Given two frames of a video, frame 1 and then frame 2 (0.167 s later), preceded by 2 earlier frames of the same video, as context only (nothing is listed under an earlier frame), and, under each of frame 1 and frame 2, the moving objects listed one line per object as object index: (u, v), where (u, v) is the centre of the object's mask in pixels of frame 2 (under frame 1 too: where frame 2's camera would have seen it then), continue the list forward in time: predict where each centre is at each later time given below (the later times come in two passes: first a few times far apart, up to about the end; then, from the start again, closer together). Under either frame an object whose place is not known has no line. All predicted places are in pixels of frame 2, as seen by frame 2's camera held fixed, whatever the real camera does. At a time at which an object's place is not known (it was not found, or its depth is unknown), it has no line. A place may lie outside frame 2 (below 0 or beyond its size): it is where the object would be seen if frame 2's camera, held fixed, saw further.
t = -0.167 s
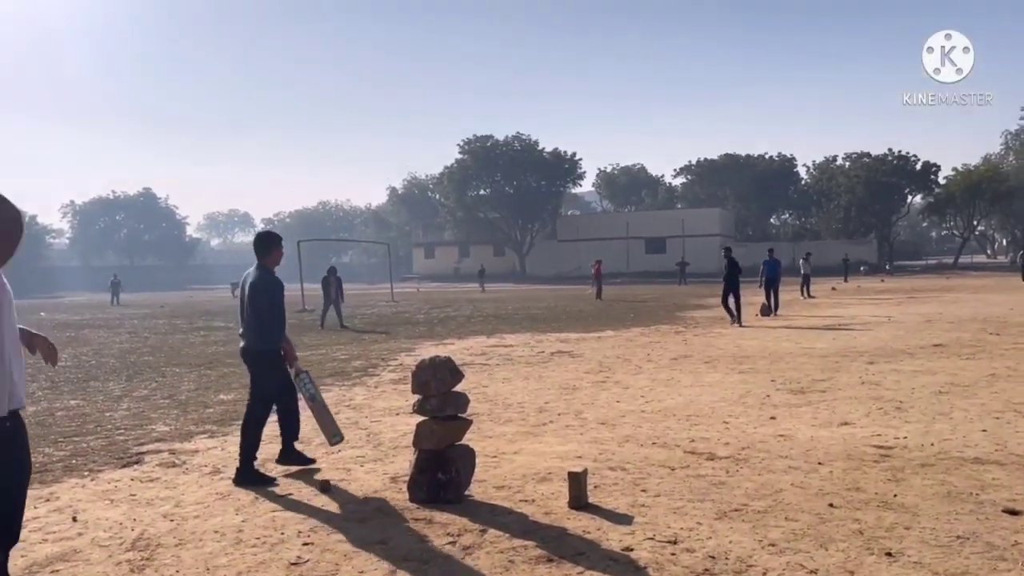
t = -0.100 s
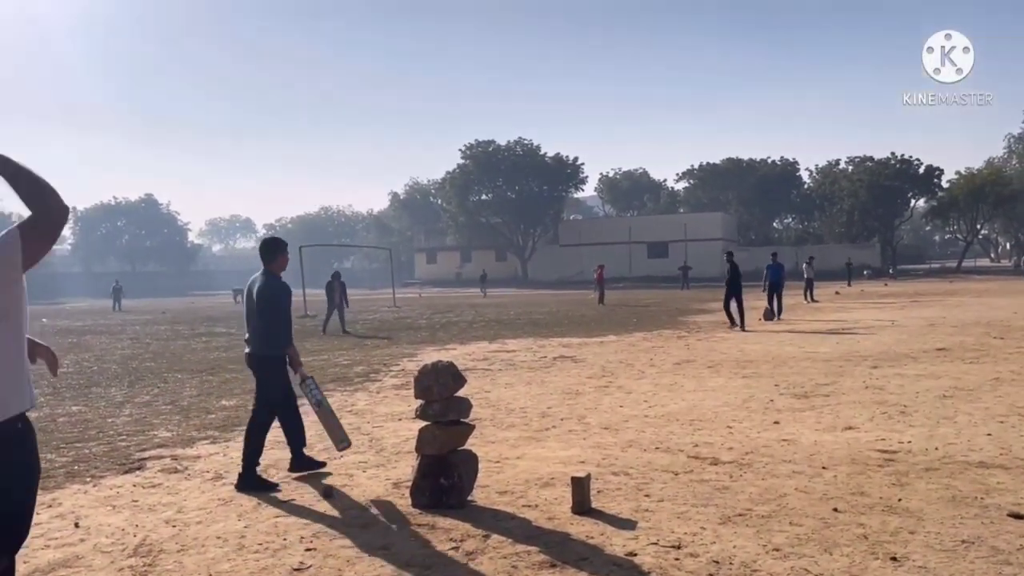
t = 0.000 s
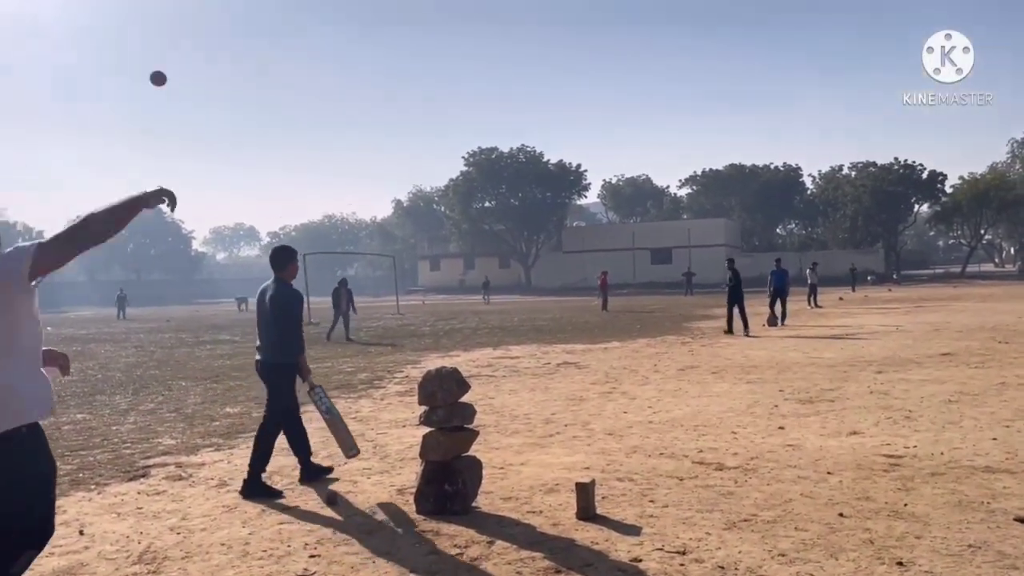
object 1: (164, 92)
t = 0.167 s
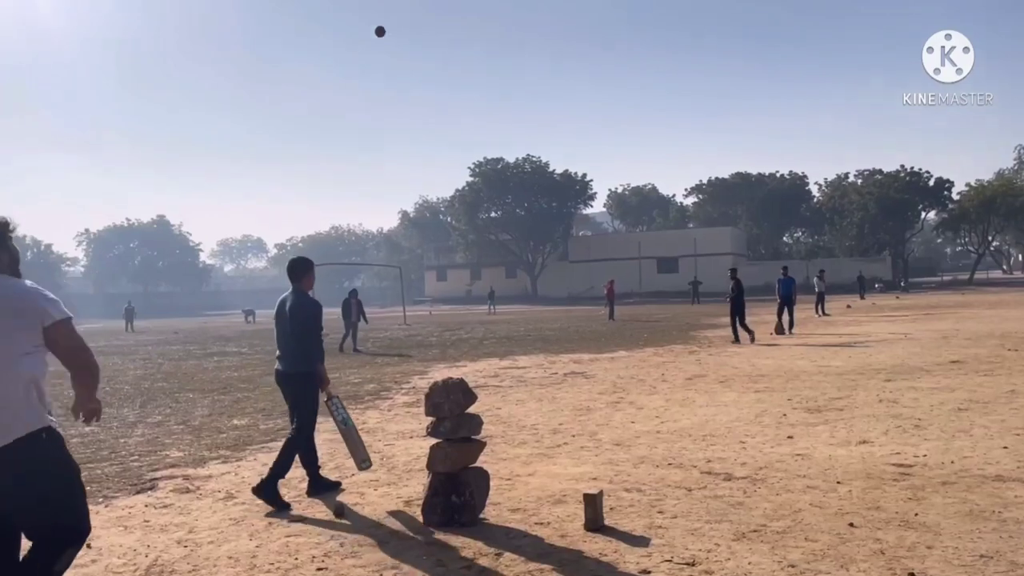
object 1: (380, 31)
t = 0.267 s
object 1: (455, 34)
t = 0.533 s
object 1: (572, 83)
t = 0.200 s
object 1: (408, 30)
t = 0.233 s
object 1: (433, 32)
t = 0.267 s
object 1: (455, 34)
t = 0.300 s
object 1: (474, 37)
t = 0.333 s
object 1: (492, 41)
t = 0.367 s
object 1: (508, 46)
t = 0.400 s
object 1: (523, 52)
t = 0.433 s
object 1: (536, 58)
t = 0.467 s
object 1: (549, 66)
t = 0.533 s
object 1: (572, 83)
